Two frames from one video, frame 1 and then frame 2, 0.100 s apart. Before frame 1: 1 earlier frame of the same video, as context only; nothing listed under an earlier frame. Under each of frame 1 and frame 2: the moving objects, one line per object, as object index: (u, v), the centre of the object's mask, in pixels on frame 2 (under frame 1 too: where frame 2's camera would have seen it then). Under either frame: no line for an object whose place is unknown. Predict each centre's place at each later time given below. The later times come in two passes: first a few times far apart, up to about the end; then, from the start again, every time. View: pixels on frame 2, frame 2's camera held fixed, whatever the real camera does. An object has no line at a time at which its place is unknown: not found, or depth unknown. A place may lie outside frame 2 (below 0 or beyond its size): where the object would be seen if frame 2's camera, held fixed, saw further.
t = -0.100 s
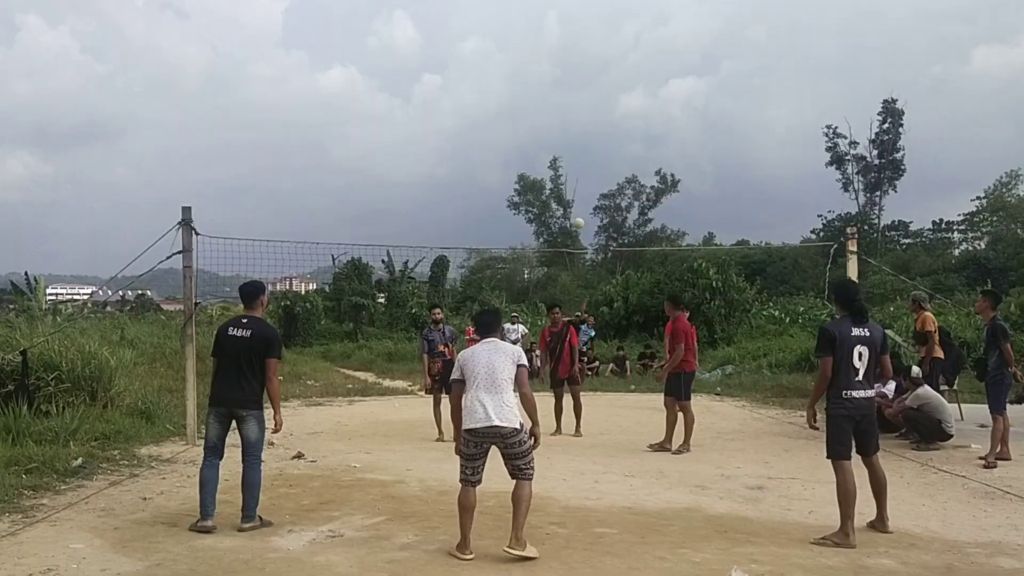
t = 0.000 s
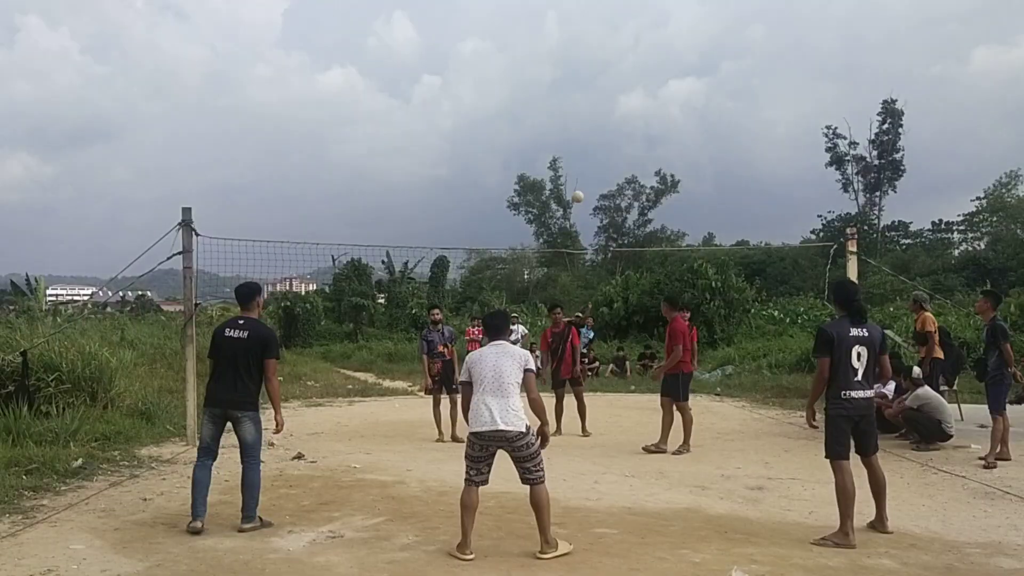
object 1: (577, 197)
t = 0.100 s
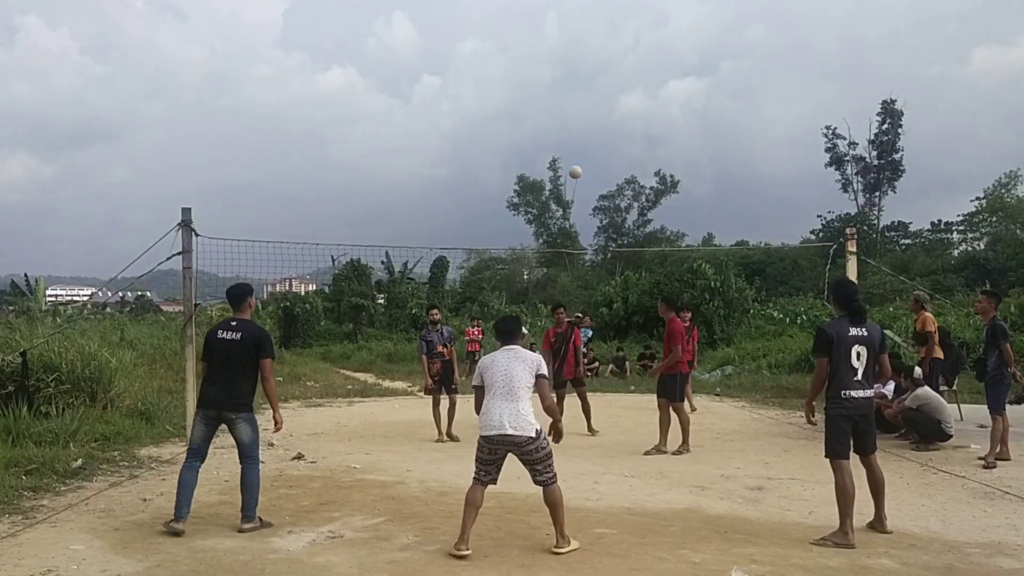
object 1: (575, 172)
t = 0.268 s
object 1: (571, 138)
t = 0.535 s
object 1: (556, 104)
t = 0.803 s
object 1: (526, 131)
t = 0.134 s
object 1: (575, 165)
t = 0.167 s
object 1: (574, 157)
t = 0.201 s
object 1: (573, 150)
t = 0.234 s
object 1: (571, 144)
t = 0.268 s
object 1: (571, 138)
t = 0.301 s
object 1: (570, 132)
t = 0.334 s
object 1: (568, 126)
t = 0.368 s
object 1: (567, 121)
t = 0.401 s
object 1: (565, 117)
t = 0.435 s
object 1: (563, 112)
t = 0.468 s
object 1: (561, 109)
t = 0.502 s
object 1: (558, 106)
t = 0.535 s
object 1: (556, 104)
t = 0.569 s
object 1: (553, 102)
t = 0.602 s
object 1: (549, 102)
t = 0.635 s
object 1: (546, 103)
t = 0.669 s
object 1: (542, 105)
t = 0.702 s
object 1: (538, 109)
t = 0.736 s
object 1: (534, 115)
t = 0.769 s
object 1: (530, 122)
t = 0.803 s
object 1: (526, 131)
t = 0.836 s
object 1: (521, 143)
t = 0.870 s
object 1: (515, 157)
